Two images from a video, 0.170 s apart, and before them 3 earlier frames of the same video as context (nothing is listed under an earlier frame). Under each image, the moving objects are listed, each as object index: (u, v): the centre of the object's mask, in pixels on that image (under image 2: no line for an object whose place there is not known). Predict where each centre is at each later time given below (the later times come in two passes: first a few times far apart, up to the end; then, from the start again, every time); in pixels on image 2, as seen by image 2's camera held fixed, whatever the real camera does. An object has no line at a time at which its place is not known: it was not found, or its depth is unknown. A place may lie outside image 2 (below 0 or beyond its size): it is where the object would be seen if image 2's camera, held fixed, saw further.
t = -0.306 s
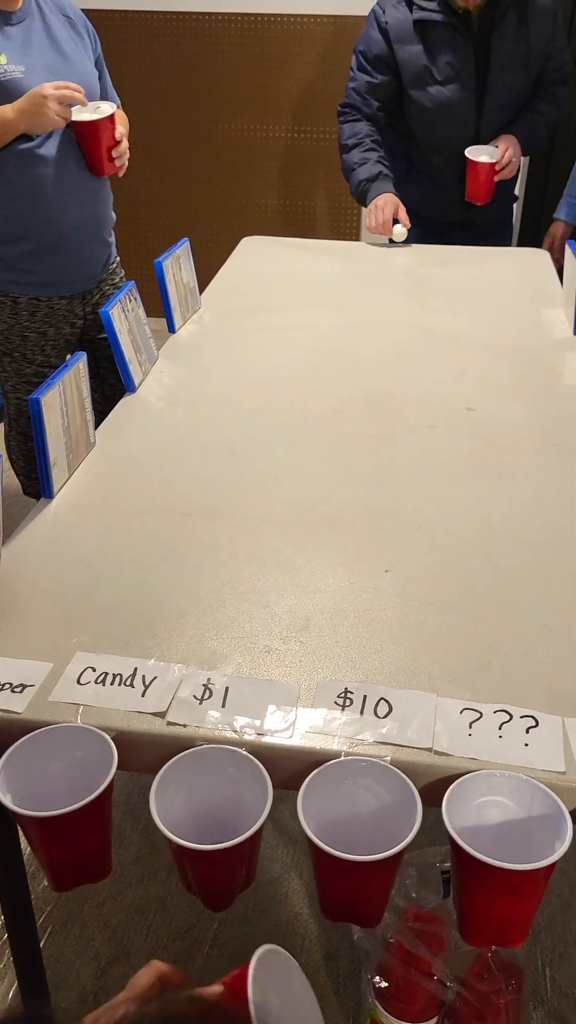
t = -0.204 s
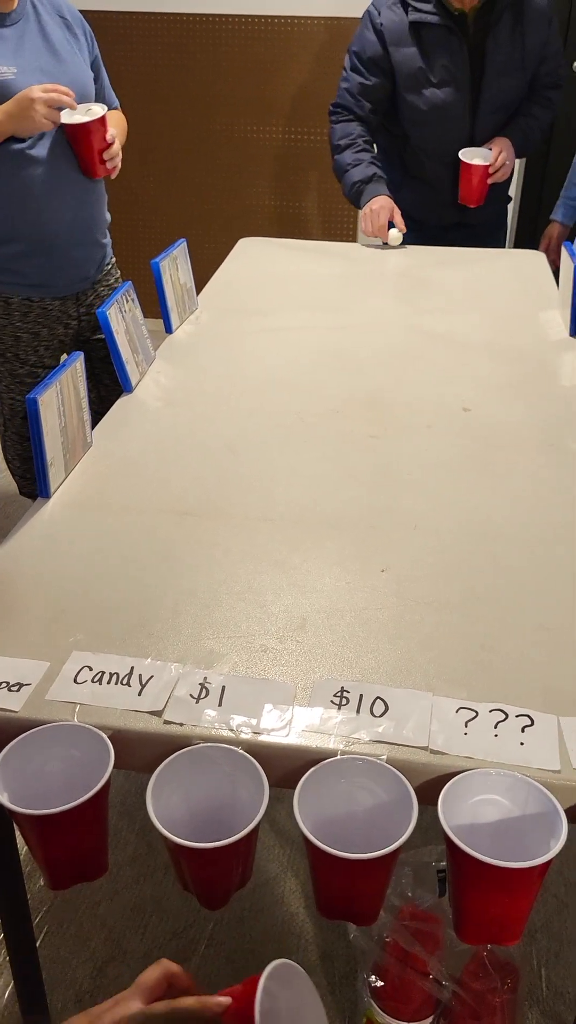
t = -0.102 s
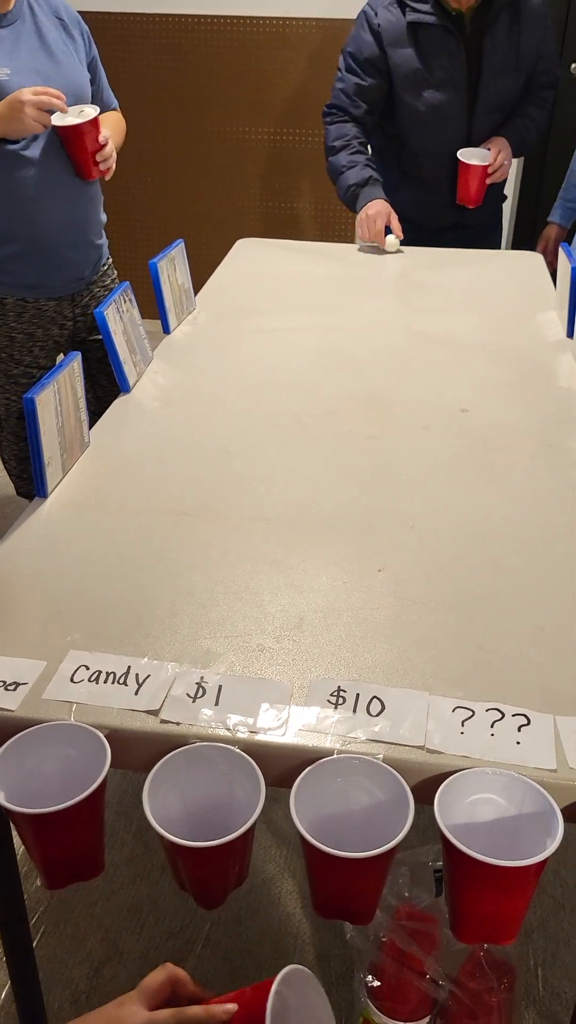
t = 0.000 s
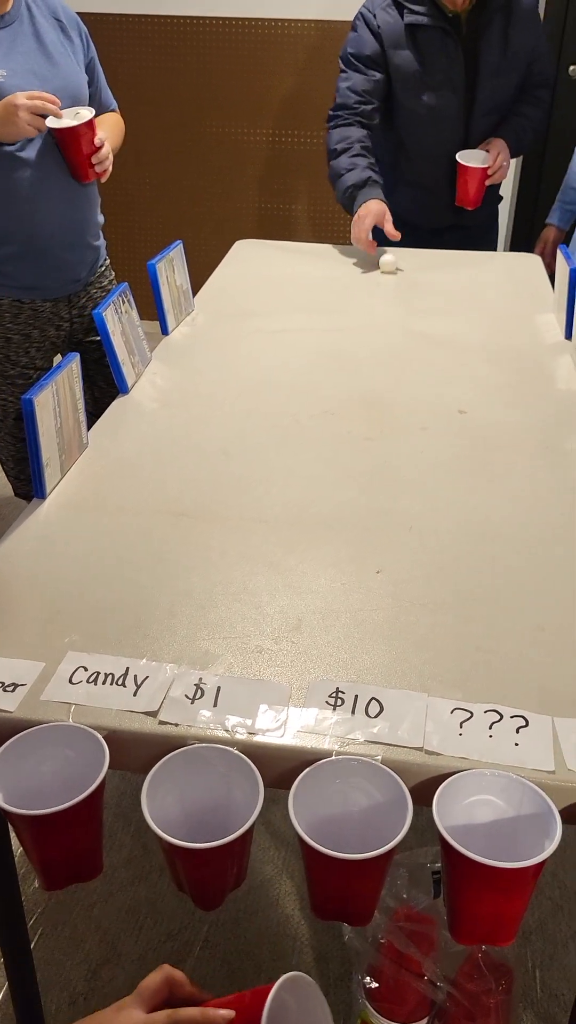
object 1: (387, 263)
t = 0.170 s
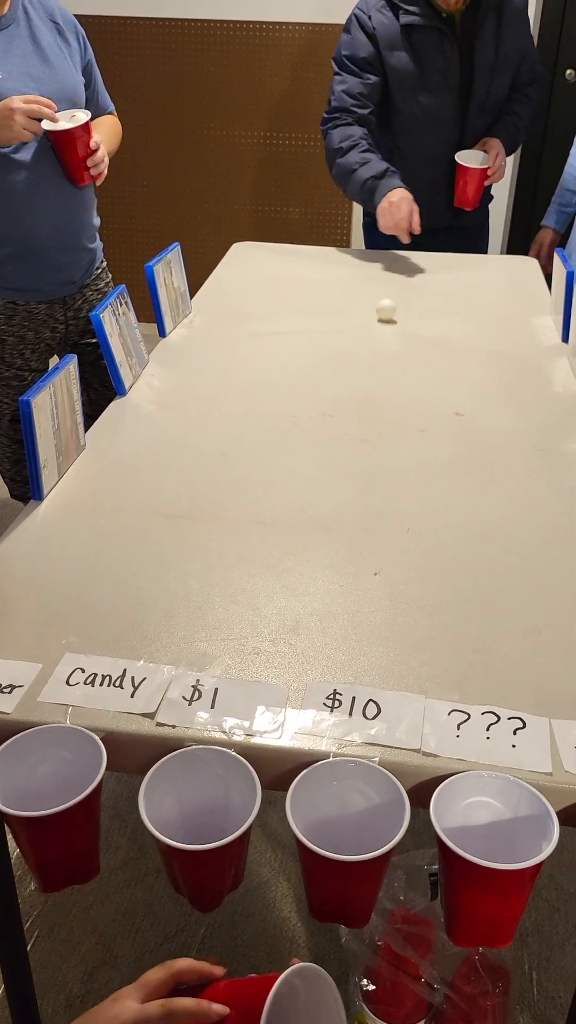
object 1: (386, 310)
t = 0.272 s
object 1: (388, 332)
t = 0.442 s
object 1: (388, 368)
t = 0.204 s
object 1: (387, 318)
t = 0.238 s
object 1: (388, 325)
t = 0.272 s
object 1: (388, 332)
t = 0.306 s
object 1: (389, 338)
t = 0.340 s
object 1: (389, 345)
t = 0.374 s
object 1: (389, 352)
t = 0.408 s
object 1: (389, 359)
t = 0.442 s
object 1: (388, 368)
